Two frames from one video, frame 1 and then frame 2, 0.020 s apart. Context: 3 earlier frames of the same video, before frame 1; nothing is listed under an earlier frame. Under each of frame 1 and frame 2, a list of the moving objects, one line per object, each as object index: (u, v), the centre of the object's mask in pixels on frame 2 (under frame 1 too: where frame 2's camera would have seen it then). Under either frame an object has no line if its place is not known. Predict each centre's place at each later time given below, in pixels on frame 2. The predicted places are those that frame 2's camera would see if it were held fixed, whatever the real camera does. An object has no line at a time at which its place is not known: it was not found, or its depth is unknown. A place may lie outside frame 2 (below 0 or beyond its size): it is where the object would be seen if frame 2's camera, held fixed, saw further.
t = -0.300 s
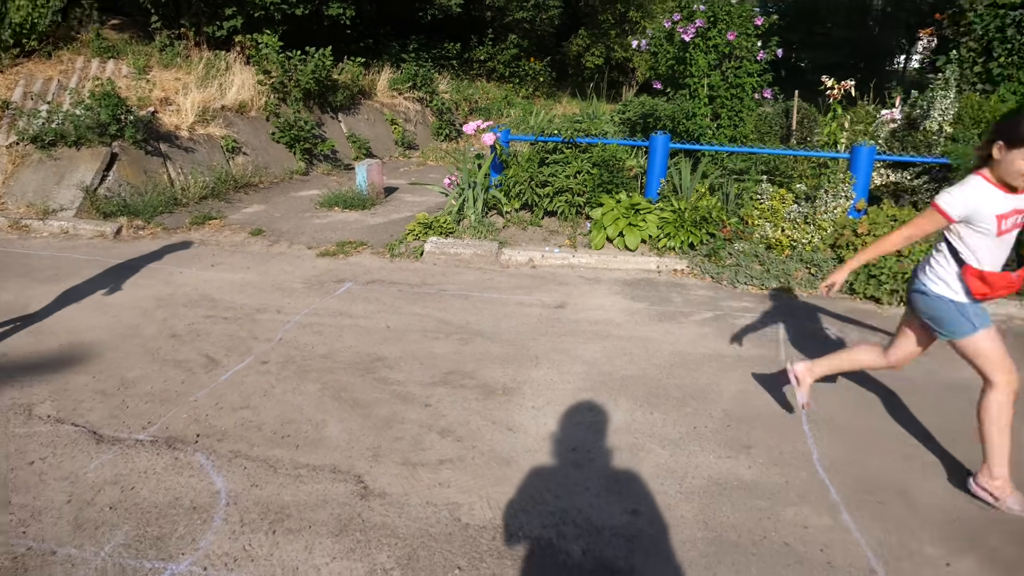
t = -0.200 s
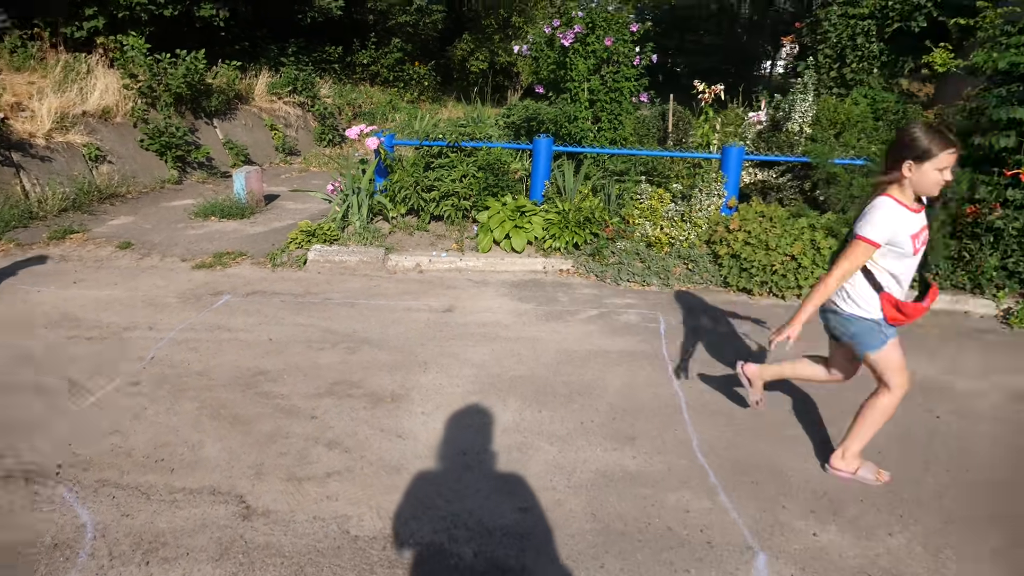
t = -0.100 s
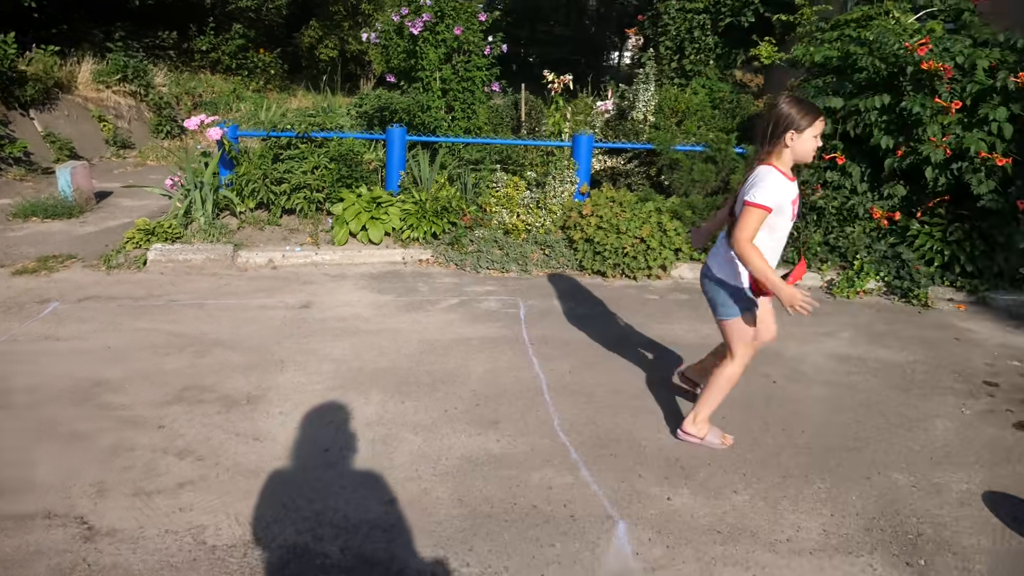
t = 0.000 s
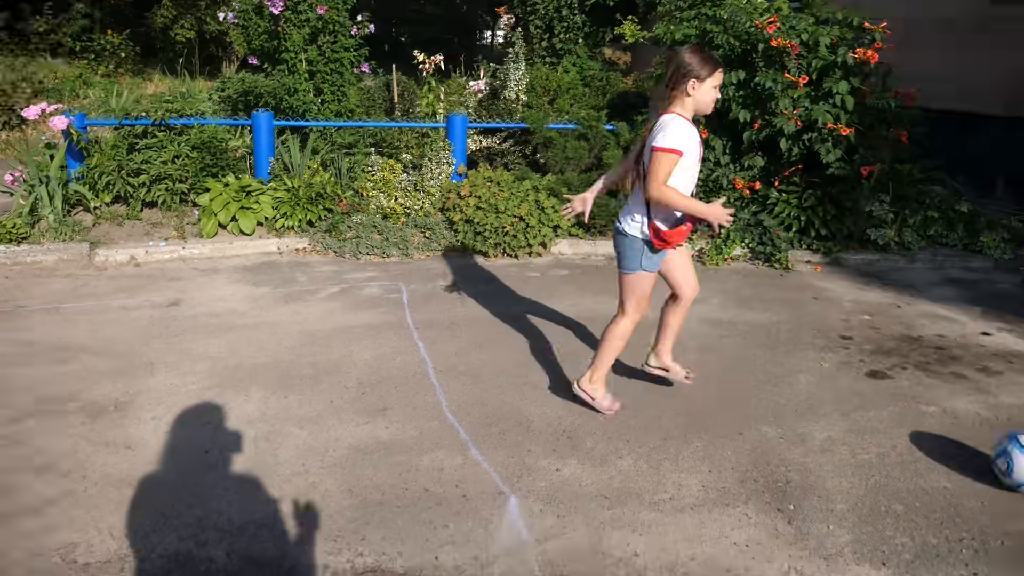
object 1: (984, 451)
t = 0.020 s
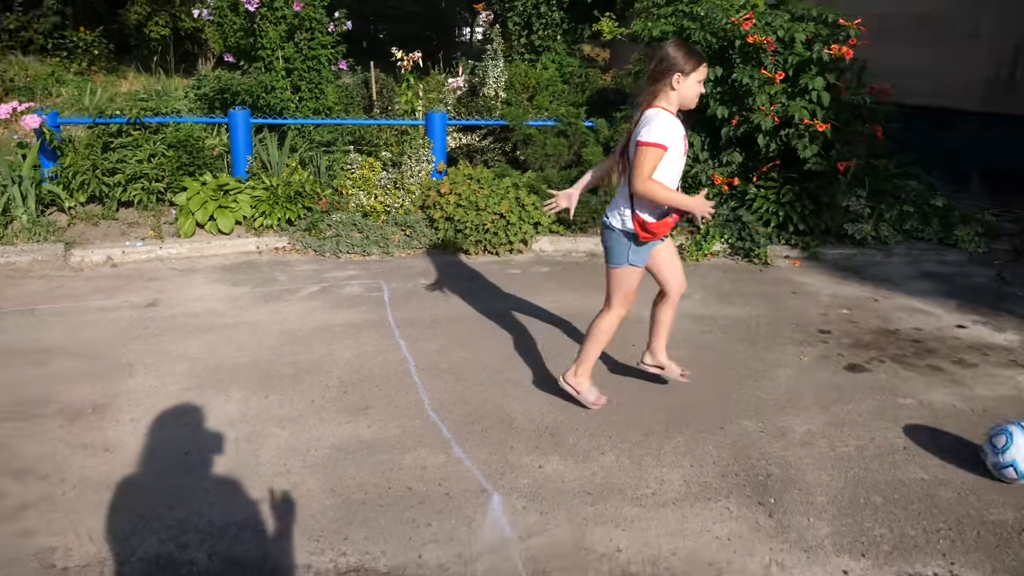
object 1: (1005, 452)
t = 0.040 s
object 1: (1024, 448)
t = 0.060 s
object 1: (1042, 445)
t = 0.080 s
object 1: (1060, 444)
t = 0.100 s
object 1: (1076, 441)
